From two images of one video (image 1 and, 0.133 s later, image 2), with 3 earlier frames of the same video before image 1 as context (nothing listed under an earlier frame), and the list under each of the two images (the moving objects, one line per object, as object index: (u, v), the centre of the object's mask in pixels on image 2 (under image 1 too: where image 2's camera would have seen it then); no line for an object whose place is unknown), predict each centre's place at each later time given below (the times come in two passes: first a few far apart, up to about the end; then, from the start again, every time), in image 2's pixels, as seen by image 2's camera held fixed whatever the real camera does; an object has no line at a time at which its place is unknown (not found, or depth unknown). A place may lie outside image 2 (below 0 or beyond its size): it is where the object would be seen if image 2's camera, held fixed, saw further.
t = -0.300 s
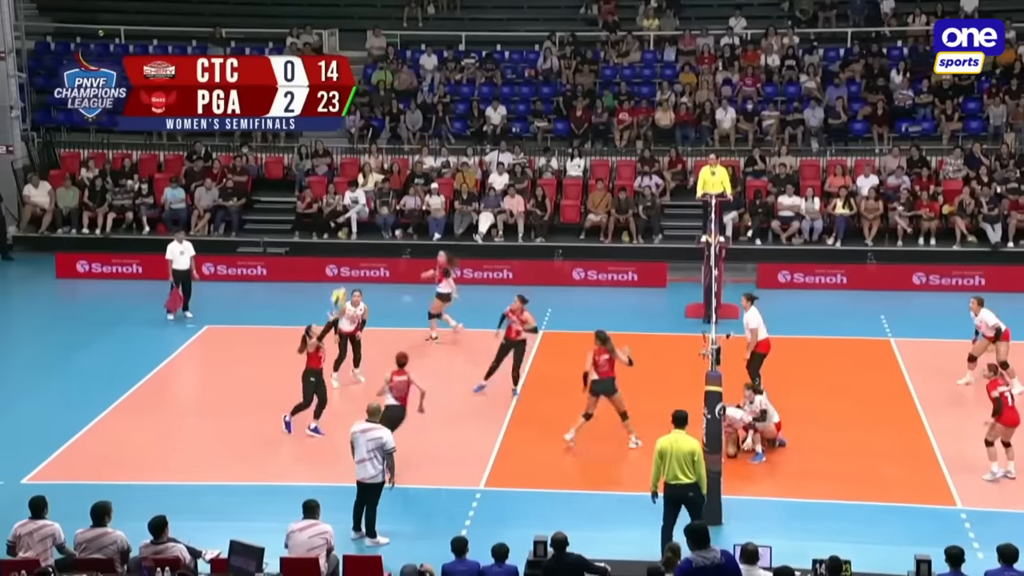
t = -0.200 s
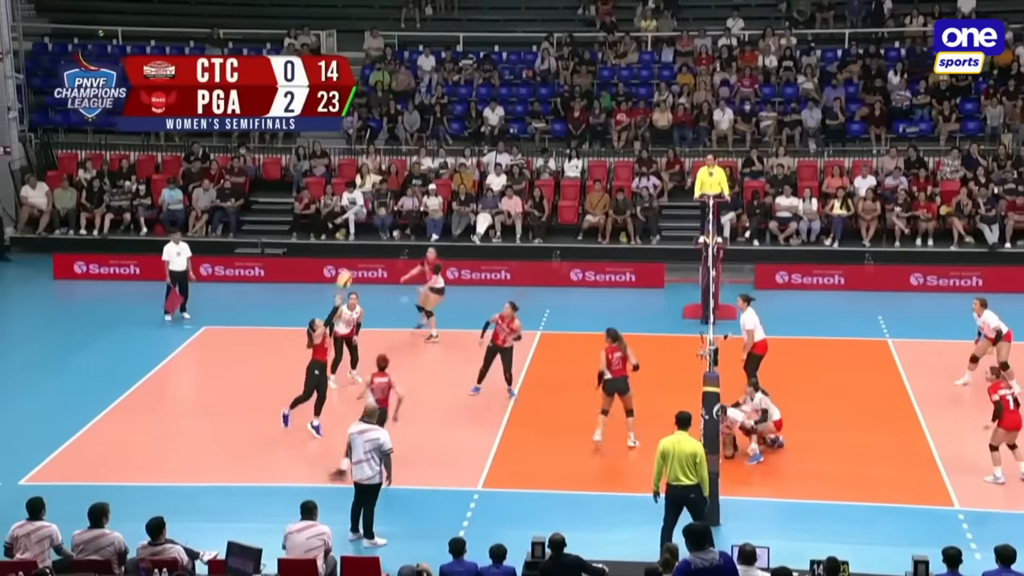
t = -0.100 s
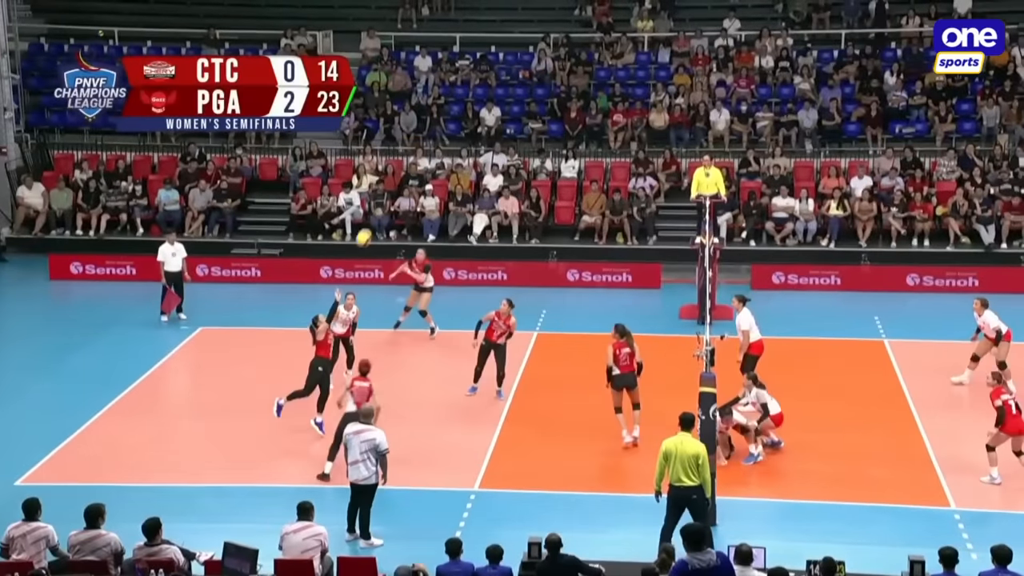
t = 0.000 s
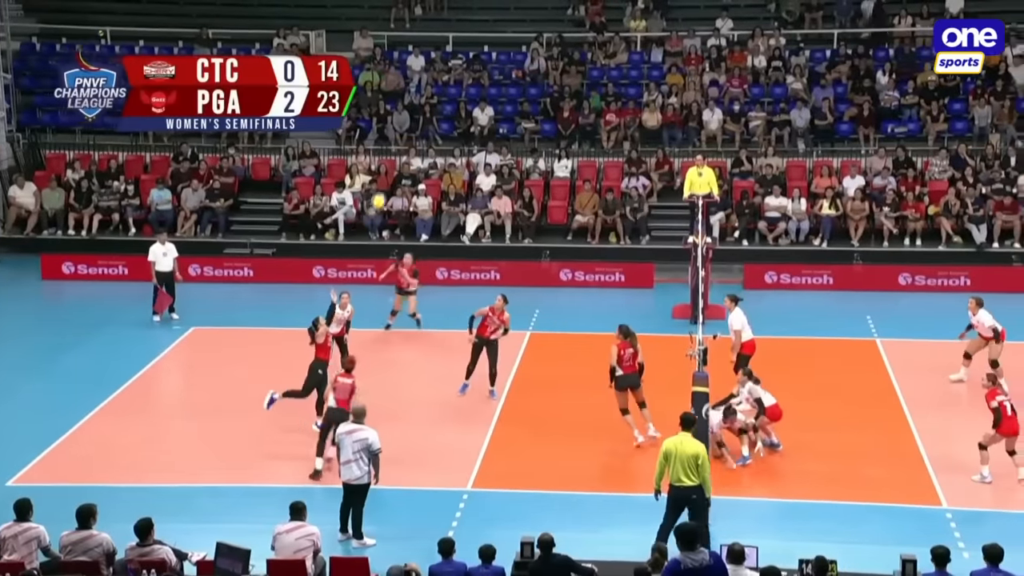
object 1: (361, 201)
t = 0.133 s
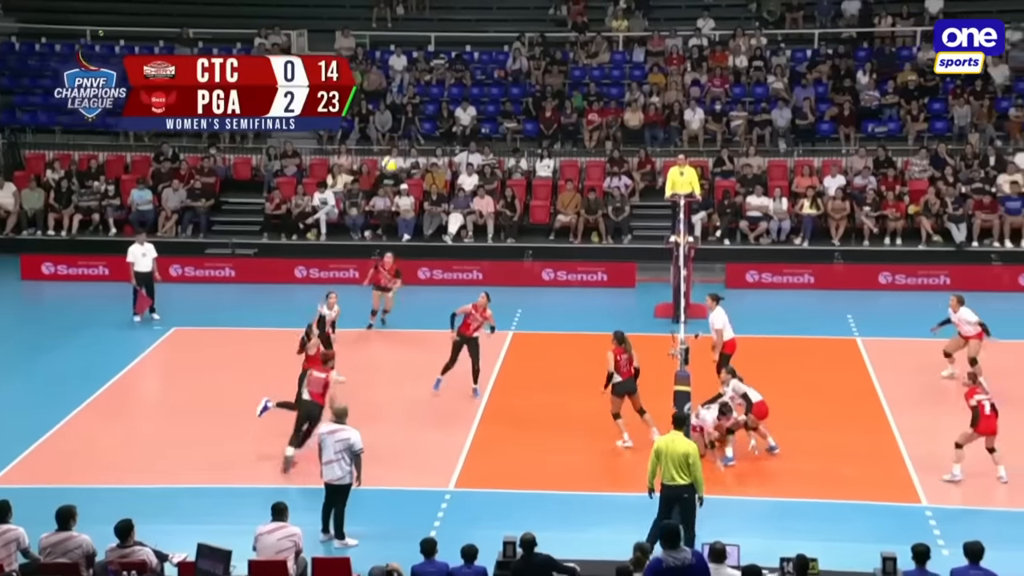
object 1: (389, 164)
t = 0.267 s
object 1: (417, 141)
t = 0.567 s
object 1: (478, 133)
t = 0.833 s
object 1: (531, 178)
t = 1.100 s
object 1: (578, 267)
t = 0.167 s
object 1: (396, 156)
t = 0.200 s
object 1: (403, 150)
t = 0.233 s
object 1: (410, 146)
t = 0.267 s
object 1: (417, 141)
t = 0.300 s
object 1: (424, 137)
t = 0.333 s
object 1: (431, 134)
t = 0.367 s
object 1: (437, 131)
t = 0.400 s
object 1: (444, 130)
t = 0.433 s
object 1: (451, 129)
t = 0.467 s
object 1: (458, 129)
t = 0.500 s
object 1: (464, 129)
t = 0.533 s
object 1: (471, 131)
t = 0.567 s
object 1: (478, 133)
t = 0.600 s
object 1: (485, 136)
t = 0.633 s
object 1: (491, 139)
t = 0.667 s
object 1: (498, 144)
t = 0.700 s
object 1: (504, 149)
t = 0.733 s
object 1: (512, 155)
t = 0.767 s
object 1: (519, 161)
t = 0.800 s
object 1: (524, 169)
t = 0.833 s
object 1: (531, 178)
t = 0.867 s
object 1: (537, 187)
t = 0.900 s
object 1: (543, 197)
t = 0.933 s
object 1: (549, 207)
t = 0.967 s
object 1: (554, 217)
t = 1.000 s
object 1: (561, 229)
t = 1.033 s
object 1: (567, 241)
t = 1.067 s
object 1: (573, 254)
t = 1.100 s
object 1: (578, 267)
